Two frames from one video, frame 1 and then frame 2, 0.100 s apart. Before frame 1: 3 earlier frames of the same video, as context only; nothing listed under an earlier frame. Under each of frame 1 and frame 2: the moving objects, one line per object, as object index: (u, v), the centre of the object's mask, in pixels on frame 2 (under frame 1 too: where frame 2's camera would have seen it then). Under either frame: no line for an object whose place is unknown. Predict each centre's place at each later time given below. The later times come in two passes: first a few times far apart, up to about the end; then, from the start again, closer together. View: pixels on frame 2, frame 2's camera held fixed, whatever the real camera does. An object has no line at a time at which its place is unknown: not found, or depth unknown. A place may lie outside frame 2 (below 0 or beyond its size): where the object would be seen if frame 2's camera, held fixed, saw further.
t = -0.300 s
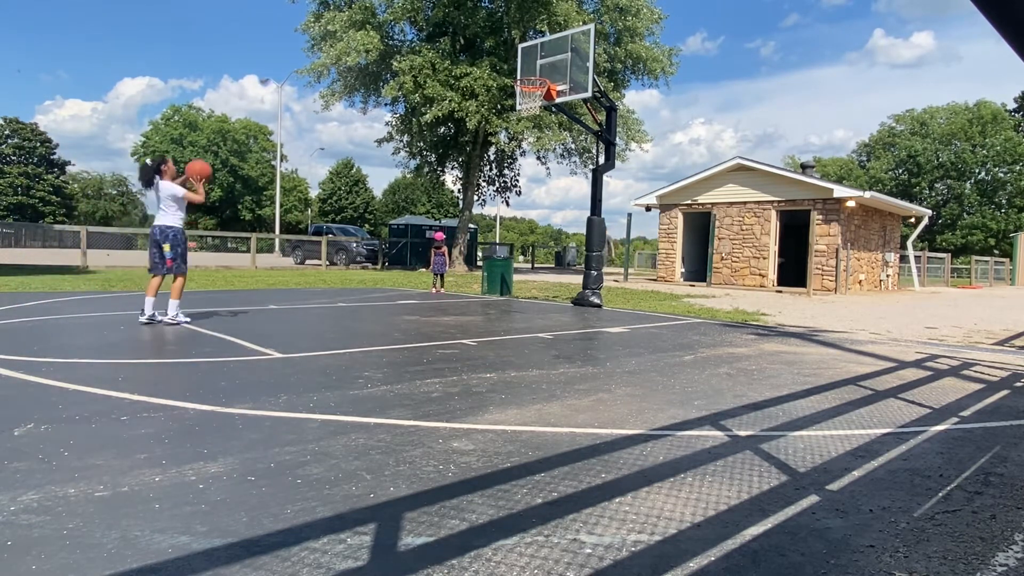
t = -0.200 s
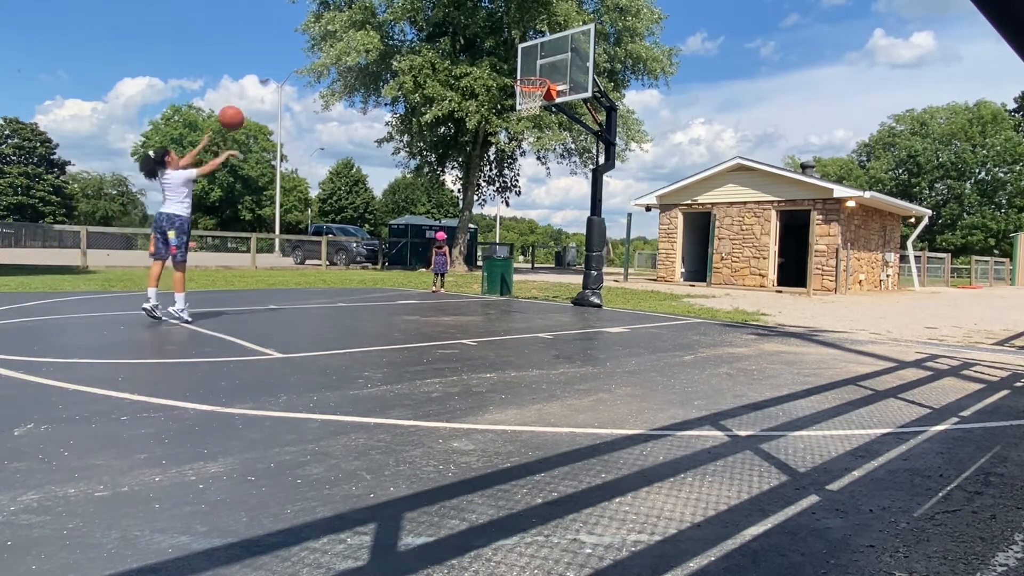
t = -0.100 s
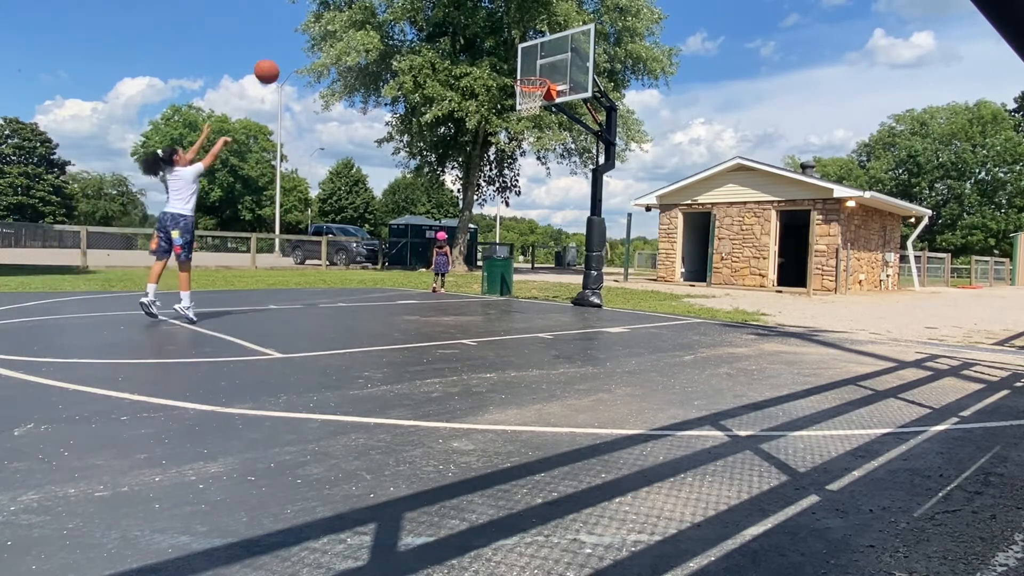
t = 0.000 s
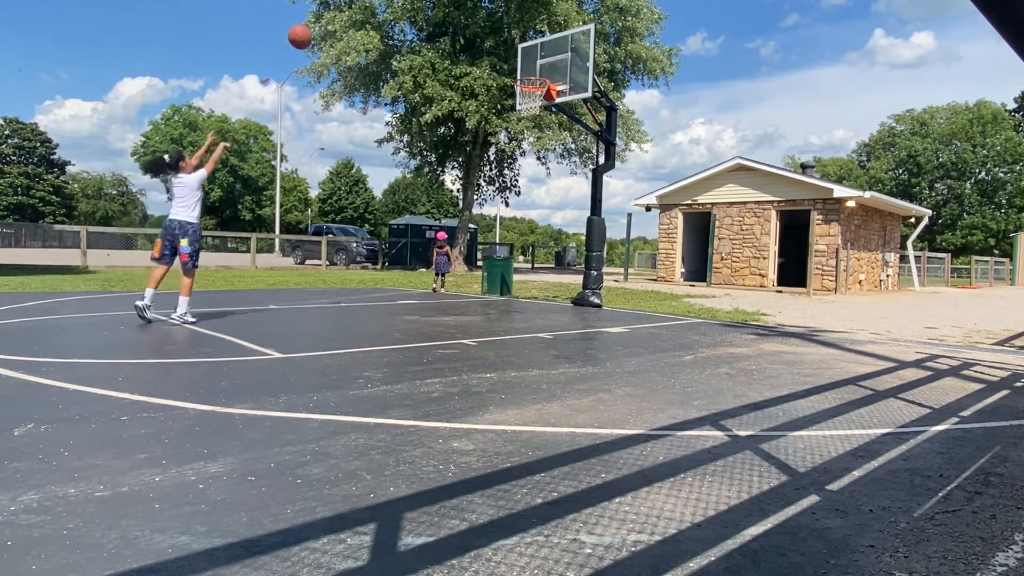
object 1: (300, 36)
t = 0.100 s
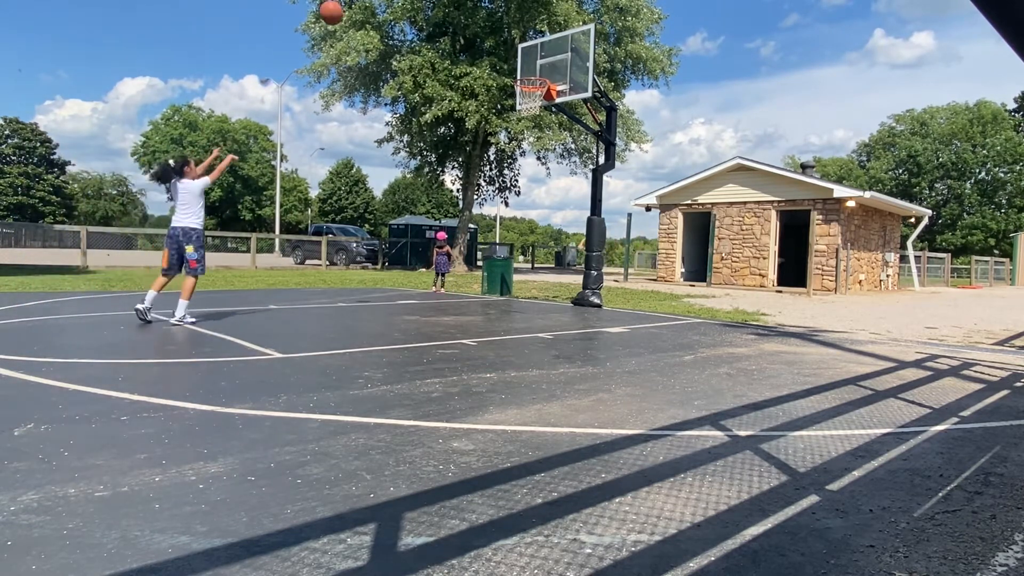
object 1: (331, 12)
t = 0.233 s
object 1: (371, 4)
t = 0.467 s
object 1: (432, 9)
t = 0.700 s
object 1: (485, 63)
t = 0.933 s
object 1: (530, 153)
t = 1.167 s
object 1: (567, 271)
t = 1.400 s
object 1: (598, 228)
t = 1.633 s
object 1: (628, 159)
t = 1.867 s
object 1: (657, 129)
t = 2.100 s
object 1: (684, 140)
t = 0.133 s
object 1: (341, 8)
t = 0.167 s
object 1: (351, 6)
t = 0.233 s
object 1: (371, 4)
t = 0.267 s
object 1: (380, 3)
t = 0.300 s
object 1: (389, 3)
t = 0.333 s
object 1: (399, 4)
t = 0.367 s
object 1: (407, 4)
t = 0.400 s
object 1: (415, 6)
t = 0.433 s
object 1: (424, 7)
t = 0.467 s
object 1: (432, 9)
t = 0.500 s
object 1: (440, 14)
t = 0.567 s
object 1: (455, 26)
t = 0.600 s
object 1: (463, 35)
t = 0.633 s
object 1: (470, 44)
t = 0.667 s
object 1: (477, 53)
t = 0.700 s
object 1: (485, 63)
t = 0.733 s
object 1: (492, 74)
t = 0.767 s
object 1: (499, 86)
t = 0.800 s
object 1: (505, 99)
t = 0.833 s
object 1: (511, 111)
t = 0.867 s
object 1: (518, 124)
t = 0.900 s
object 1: (524, 138)
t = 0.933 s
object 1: (530, 153)
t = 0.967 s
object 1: (536, 168)
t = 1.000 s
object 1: (541, 184)
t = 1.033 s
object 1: (547, 201)
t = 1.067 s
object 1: (552, 218)
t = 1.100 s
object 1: (557, 236)
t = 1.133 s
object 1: (562, 254)
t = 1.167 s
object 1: (567, 271)
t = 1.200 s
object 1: (572, 290)
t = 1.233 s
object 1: (577, 302)
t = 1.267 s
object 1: (581, 285)
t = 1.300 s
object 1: (585, 269)
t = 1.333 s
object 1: (590, 254)
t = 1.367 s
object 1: (594, 241)
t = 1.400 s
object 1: (598, 228)
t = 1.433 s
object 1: (603, 216)
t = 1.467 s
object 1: (607, 205)
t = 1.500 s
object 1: (611, 194)
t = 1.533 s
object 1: (616, 184)
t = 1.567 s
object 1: (620, 175)
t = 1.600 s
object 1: (624, 166)
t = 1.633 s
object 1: (628, 159)
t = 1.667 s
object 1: (632, 152)
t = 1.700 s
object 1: (637, 146)
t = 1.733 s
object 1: (641, 141)
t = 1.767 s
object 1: (644, 137)
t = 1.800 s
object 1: (649, 133)
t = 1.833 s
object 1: (653, 131)
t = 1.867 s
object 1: (657, 129)
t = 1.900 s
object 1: (660, 128)
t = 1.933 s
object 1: (664, 127)
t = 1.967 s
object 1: (668, 128)
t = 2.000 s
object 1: (672, 130)
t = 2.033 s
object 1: (676, 132)
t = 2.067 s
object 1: (680, 136)
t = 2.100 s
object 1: (684, 140)
